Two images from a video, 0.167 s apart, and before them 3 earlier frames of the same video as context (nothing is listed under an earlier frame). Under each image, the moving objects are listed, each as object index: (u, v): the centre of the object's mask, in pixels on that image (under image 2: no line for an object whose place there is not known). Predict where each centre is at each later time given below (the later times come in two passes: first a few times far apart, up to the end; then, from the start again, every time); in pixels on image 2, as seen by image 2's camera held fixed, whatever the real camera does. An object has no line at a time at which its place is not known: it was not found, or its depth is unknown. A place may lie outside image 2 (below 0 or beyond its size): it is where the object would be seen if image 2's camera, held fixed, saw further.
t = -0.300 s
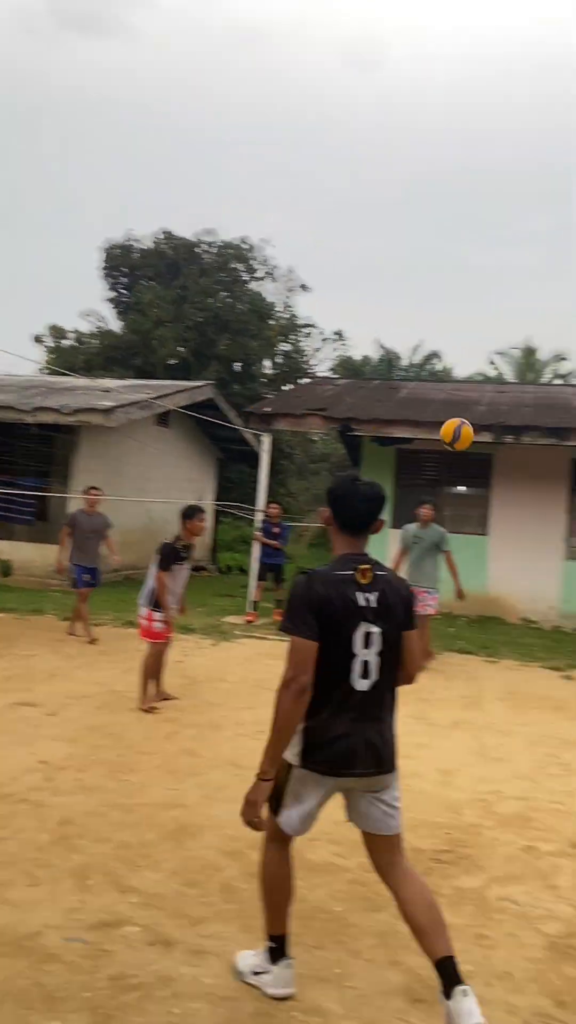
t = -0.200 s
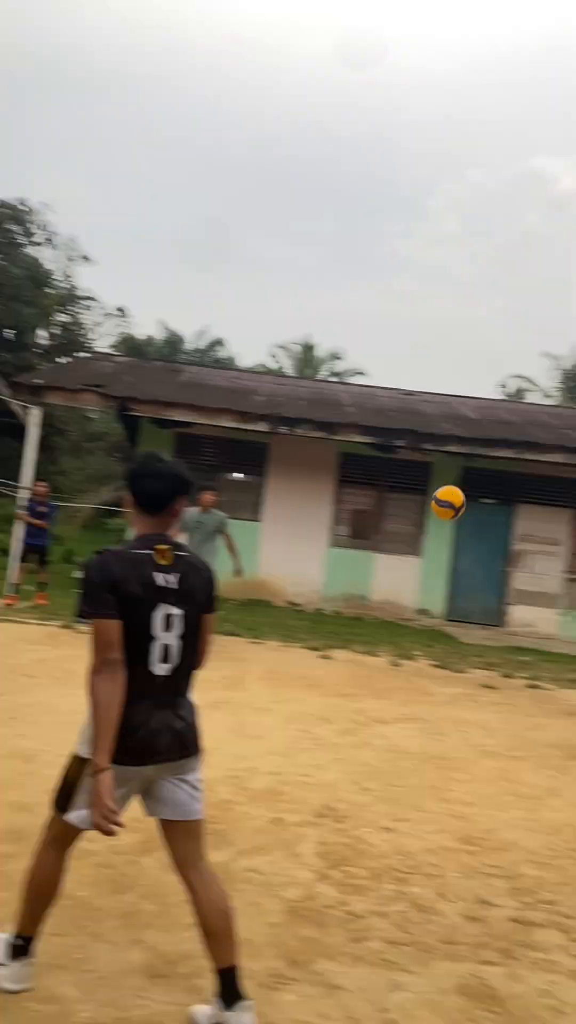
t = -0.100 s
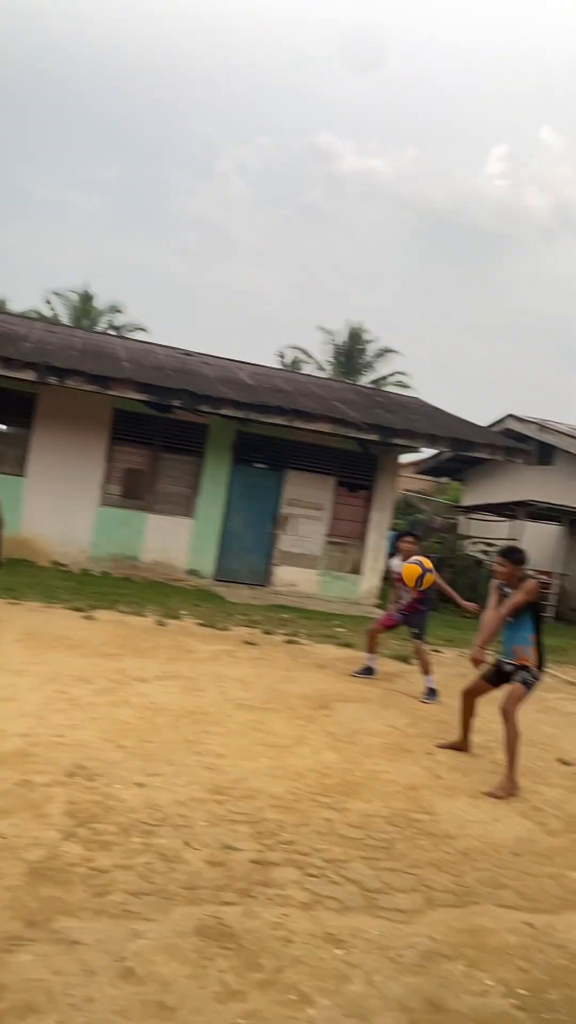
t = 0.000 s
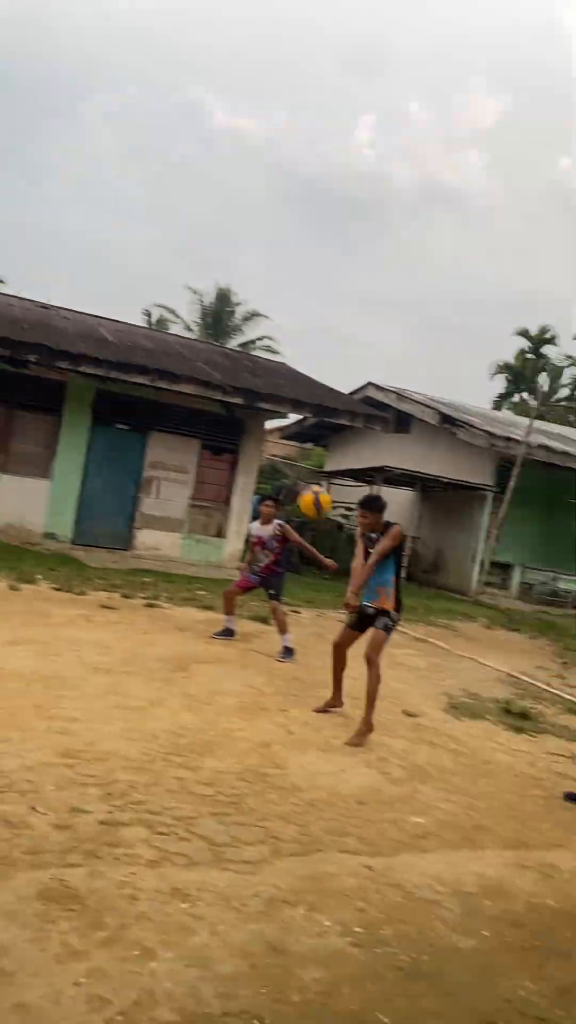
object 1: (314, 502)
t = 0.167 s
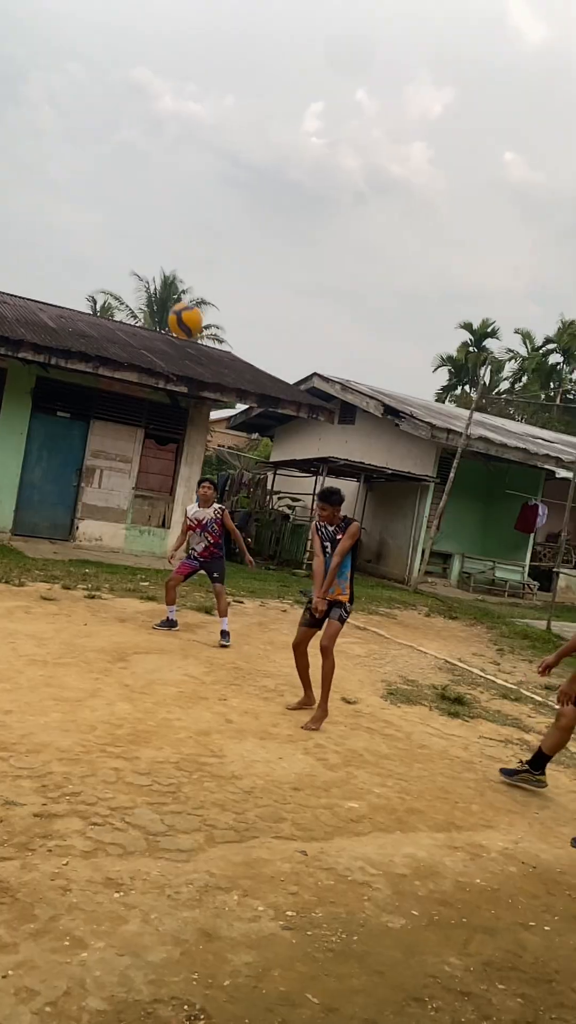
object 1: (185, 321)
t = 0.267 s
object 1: (130, 230)
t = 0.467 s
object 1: (15, 86)
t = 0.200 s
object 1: (168, 290)
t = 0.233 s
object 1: (149, 259)
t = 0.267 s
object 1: (130, 230)
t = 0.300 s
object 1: (109, 199)
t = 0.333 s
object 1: (93, 176)
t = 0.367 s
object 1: (75, 151)
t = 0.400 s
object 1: (53, 125)
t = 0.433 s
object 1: (35, 106)
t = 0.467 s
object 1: (15, 86)
